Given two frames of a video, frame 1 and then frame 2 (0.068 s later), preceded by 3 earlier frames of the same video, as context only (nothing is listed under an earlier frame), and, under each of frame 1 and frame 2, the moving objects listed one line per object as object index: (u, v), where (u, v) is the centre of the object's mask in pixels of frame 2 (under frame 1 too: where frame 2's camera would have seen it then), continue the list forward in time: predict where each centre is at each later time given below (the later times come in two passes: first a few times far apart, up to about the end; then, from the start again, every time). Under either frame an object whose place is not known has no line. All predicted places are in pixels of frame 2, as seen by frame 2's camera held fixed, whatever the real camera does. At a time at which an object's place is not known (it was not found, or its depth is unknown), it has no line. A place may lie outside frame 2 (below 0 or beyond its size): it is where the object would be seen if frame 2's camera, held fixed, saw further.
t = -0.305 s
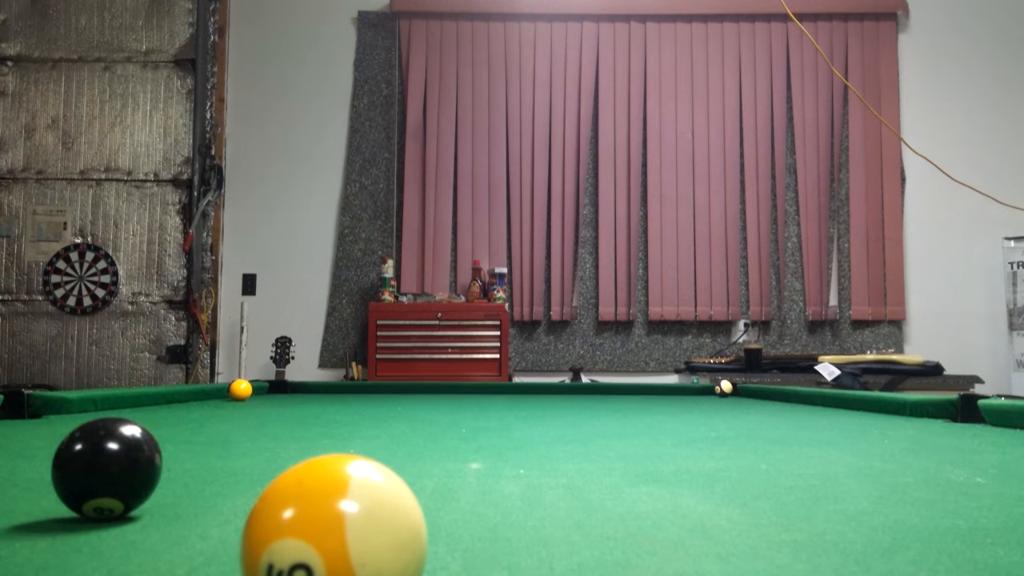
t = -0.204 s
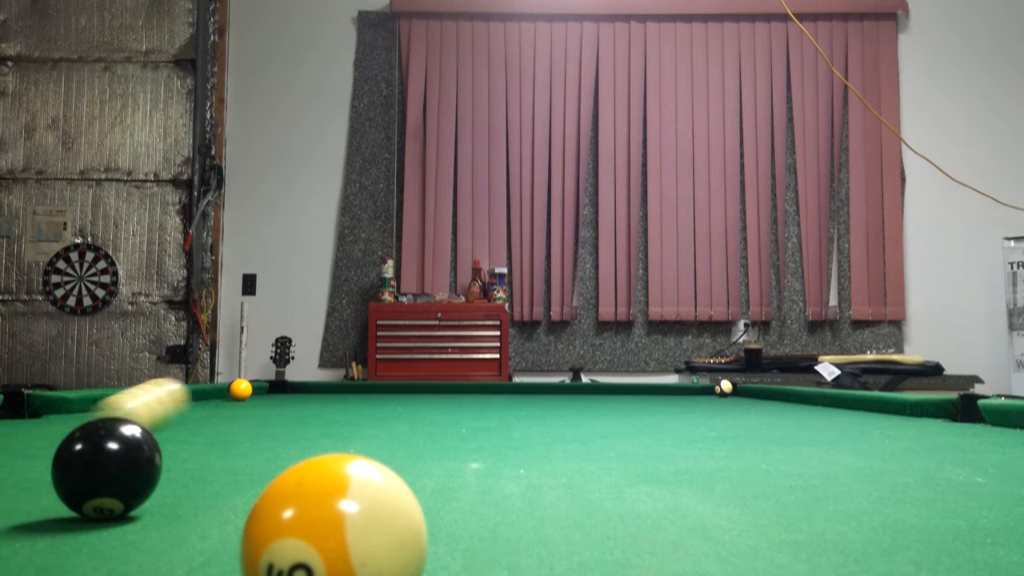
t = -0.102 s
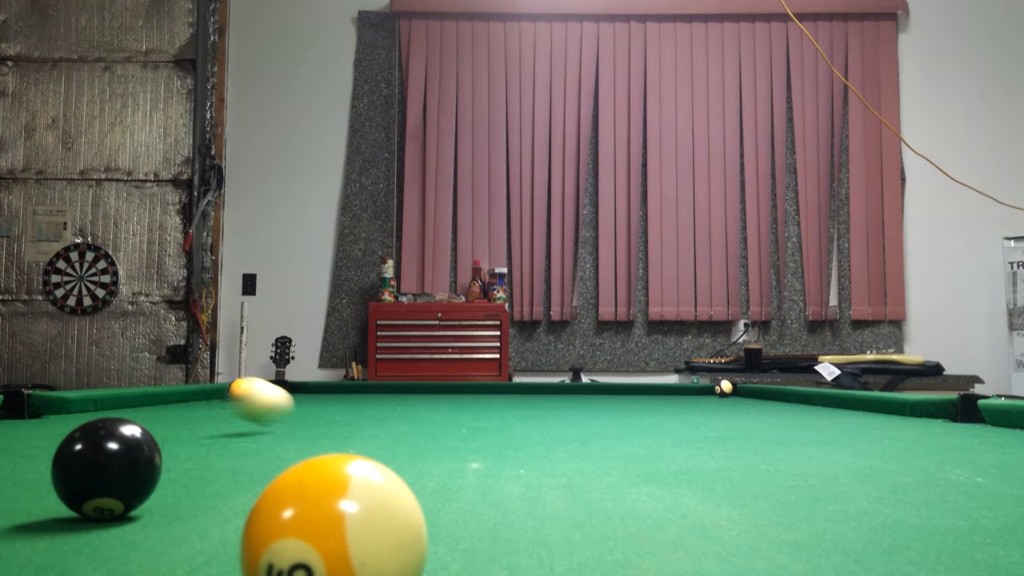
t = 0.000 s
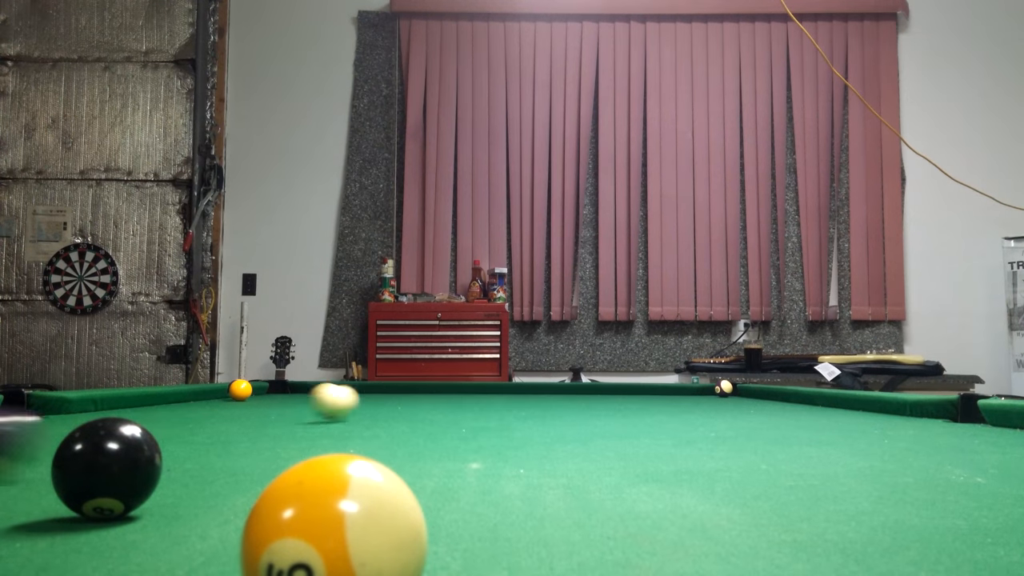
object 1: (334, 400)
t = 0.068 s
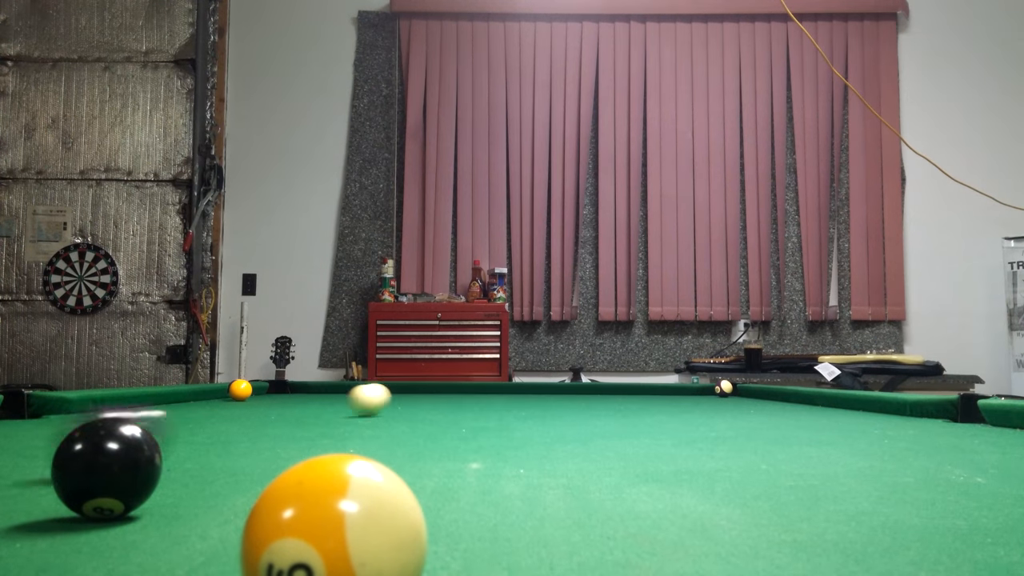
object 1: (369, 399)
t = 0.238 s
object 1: (432, 393)
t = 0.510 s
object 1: (490, 388)
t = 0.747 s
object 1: (524, 386)
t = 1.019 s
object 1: (573, 387)
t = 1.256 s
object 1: (618, 389)
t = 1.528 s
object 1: (678, 391)
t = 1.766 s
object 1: (738, 392)
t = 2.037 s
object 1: (815, 395)
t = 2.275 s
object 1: (833, 398)
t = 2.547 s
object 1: (834, 400)
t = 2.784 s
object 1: (836, 402)
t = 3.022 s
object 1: (838, 404)
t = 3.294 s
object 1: (841, 407)
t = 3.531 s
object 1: (845, 410)
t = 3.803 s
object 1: (851, 413)
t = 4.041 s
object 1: (859, 417)
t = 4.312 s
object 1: (868, 422)
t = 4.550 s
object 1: (879, 426)
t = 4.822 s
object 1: (892, 433)
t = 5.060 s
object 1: (904, 439)
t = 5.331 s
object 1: (920, 447)
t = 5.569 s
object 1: (938, 455)
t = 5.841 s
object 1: (962, 465)
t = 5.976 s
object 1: (975, 471)
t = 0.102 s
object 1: (384, 397)
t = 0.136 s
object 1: (398, 396)
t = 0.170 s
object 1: (410, 395)
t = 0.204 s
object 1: (421, 394)
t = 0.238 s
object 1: (432, 393)
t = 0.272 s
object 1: (441, 390)
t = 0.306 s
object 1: (449, 390)
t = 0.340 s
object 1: (457, 391)
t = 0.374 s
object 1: (464, 390)
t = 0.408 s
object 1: (471, 389)
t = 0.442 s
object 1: (478, 389)
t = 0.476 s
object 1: (484, 388)
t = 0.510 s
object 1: (490, 388)
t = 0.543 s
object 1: (495, 387)
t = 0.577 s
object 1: (500, 387)
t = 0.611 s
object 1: (504, 386)
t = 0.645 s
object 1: (509, 386)
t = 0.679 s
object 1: (513, 385)
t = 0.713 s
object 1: (519, 385)
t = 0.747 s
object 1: (524, 386)
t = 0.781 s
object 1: (531, 386)
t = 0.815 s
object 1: (537, 386)
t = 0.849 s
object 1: (542, 386)
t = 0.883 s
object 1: (548, 387)
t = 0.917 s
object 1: (554, 387)
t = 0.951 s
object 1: (560, 387)
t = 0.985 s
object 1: (566, 387)
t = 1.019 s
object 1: (573, 387)
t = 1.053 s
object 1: (579, 387)
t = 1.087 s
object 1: (585, 388)
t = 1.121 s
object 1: (592, 388)
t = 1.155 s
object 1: (598, 388)
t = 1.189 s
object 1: (605, 388)
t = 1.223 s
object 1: (611, 389)
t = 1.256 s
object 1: (618, 389)
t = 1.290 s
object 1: (625, 389)
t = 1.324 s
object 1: (633, 389)
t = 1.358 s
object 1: (640, 389)
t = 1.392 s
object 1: (648, 389)
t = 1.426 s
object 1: (655, 390)
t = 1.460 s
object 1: (663, 390)
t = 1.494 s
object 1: (670, 390)
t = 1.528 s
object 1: (678, 391)
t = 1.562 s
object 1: (686, 391)
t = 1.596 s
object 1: (694, 391)
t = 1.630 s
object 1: (702, 391)
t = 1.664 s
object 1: (710, 392)
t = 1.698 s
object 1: (720, 391)
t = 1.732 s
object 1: (729, 392)
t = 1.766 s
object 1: (738, 392)
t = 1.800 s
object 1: (747, 393)
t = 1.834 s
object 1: (756, 393)
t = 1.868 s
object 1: (763, 393)
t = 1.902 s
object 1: (769, 390)
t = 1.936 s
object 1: (789, 391)
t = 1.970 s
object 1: (796, 394)
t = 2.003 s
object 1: (805, 395)
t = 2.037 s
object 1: (815, 395)
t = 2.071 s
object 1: (826, 396)
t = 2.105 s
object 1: (833, 396)
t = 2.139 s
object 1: (833, 397)
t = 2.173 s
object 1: (833, 397)
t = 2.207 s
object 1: (833, 397)
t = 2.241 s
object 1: (833, 397)
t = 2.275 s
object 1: (833, 398)
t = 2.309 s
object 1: (834, 398)
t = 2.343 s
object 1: (834, 398)
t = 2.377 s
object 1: (834, 398)
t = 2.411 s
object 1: (834, 399)
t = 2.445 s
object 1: (834, 399)
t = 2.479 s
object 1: (834, 399)
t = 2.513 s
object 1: (834, 400)
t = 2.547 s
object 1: (834, 400)
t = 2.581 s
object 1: (835, 400)
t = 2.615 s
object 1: (835, 400)
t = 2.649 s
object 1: (835, 401)
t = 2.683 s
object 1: (835, 401)
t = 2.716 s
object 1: (835, 401)
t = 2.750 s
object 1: (836, 402)
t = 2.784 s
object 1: (836, 402)
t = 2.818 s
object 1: (836, 402)
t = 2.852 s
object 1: (837, 402)
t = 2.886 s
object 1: (837, 403)
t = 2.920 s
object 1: (837, 403)
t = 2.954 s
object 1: (838, 403)
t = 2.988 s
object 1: (838, 404)
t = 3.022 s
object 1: (838, 404)
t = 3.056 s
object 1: (839, 404)
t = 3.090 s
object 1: (839, 405)
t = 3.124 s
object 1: (839, 405)
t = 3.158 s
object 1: (839, 405)
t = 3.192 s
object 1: (840, 406)
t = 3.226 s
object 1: (840, 406)
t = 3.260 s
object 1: (841, 407)
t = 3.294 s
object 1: (841, 407)
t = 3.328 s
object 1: (842, 407)
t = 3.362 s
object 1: (842, 408)
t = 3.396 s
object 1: (843, 408)
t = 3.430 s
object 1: (843, 409)
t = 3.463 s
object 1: (844, 409)
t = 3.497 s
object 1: (845, 409)
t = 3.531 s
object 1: (845, 410)
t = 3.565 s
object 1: (846, 410)
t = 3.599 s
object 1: (847, 411)
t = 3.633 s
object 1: (847, 411)
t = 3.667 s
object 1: (848, 412)
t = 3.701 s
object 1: (849, 412)
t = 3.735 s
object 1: (850, 412)
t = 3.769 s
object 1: (851, 413)
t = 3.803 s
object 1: (851, 413)
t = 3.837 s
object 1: (852, 414)
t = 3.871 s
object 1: (853, 414)
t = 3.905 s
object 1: (854, 415)
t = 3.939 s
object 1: (855, 416)
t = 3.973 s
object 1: (856, 416)
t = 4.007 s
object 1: (858, 417)
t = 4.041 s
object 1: (859, 417)
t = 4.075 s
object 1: (860, 418)
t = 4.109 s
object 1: (861, 418)
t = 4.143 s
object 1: (862, 419)
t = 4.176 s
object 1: (863, 419)
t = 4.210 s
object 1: (864, 420)
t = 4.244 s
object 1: (866, 420)
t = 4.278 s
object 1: (867, 421)
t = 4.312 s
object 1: (868, 422)
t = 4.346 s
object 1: (870, 422)
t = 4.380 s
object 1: (871, 423)
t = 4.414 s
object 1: (873, 424)
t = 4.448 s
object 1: (874, 424)
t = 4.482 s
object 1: (876, 425)
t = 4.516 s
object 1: (877, 426)
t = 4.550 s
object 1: (879, 426)
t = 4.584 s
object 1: (881, 427)
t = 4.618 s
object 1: (882, 428)
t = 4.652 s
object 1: (884, 429)
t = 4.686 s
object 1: (885, 430)
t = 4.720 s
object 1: (887, 430)
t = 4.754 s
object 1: (889, 431)
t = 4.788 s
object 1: (890, 432)
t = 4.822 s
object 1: (892, 433)
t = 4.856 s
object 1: (894, 434)
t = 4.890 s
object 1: (895, 434)
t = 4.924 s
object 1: (897, 435)
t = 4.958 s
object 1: (899, 436)
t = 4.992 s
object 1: (901, 437)
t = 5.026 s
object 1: (902, 438)
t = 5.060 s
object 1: (904, 439)
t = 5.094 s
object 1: (906, 440)
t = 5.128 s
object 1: (907, 440)
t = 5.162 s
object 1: (909, 442)
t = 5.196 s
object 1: (911, 443)
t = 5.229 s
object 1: (913, 444)
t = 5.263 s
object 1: (915, 444)
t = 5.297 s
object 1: (918, 446)
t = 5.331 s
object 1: (920, 447)
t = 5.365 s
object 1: (922, 448)
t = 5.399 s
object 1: (925, 449)
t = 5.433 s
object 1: (927, 450)
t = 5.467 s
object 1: (930, 451)
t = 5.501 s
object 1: (933, 452)
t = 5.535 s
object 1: (935, 453)
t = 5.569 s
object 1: (938, 455)
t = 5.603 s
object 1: (940, 456)
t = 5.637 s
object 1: (943, 457)
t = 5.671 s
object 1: (946, 458)
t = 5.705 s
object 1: (948, 460)
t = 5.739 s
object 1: (951, 461)
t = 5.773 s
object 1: (955, 462)
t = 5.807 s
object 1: (958, 464)
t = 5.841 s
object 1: (962, 465)
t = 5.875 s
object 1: (965, 466)
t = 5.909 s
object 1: (969, 468)
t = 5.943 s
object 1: (972, 469)
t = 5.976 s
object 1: (975, 471)
